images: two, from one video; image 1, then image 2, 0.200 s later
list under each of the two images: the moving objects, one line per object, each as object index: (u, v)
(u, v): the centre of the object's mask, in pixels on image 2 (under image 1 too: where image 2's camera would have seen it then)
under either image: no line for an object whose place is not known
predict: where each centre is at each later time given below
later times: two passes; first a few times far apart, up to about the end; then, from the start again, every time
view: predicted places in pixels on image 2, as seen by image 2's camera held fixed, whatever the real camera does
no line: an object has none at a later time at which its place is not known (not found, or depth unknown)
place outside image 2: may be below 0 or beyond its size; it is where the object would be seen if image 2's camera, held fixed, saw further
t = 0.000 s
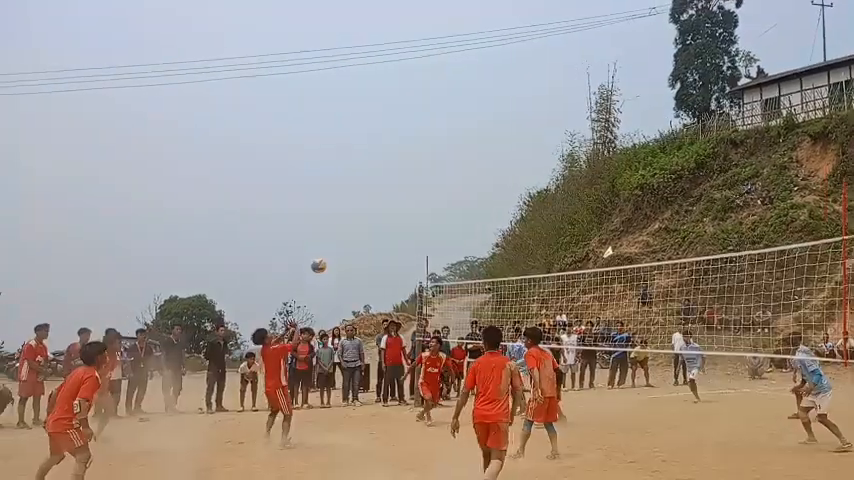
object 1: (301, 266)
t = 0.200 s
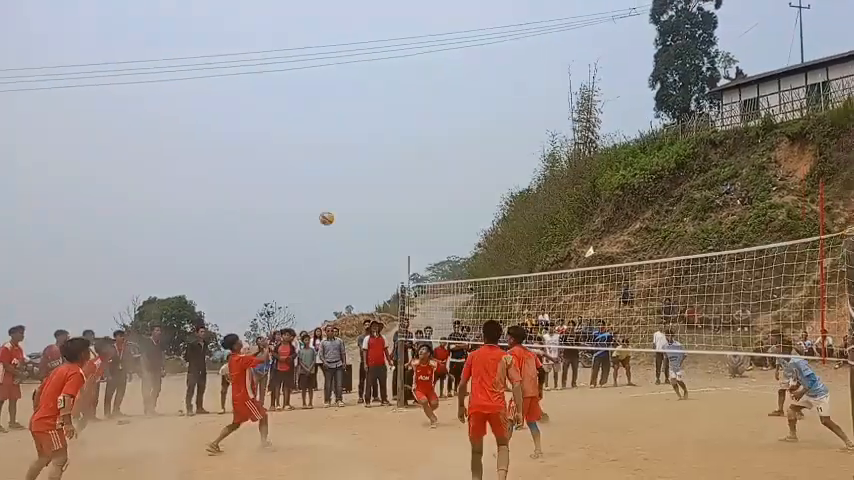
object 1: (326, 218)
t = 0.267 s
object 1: (336, 204)
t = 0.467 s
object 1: (364, 183)
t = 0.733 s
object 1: (400, 196)
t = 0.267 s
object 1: (336, 204)
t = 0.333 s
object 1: (346, 195)
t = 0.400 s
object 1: (355, 186)
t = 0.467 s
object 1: (364, 183)
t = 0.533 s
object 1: (373, 182)
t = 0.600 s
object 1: (382, 184)
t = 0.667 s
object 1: (390, 189)
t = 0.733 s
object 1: (400, 196)
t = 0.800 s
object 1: (409, 206)
